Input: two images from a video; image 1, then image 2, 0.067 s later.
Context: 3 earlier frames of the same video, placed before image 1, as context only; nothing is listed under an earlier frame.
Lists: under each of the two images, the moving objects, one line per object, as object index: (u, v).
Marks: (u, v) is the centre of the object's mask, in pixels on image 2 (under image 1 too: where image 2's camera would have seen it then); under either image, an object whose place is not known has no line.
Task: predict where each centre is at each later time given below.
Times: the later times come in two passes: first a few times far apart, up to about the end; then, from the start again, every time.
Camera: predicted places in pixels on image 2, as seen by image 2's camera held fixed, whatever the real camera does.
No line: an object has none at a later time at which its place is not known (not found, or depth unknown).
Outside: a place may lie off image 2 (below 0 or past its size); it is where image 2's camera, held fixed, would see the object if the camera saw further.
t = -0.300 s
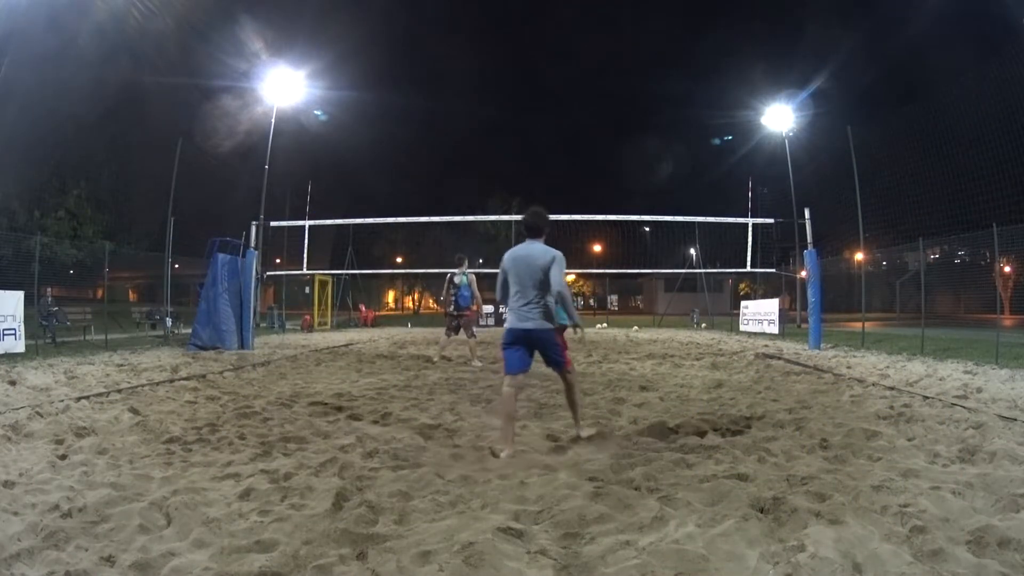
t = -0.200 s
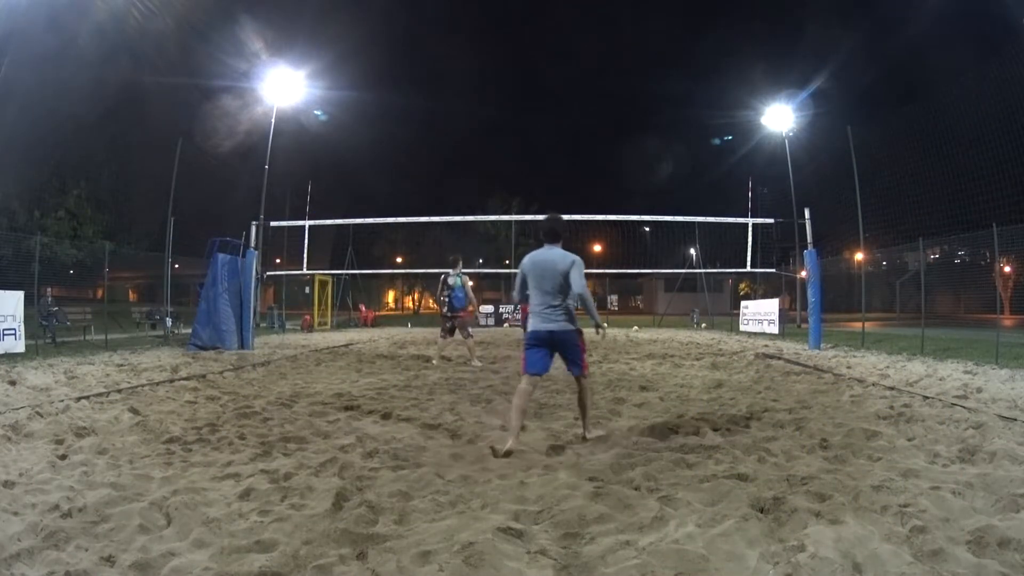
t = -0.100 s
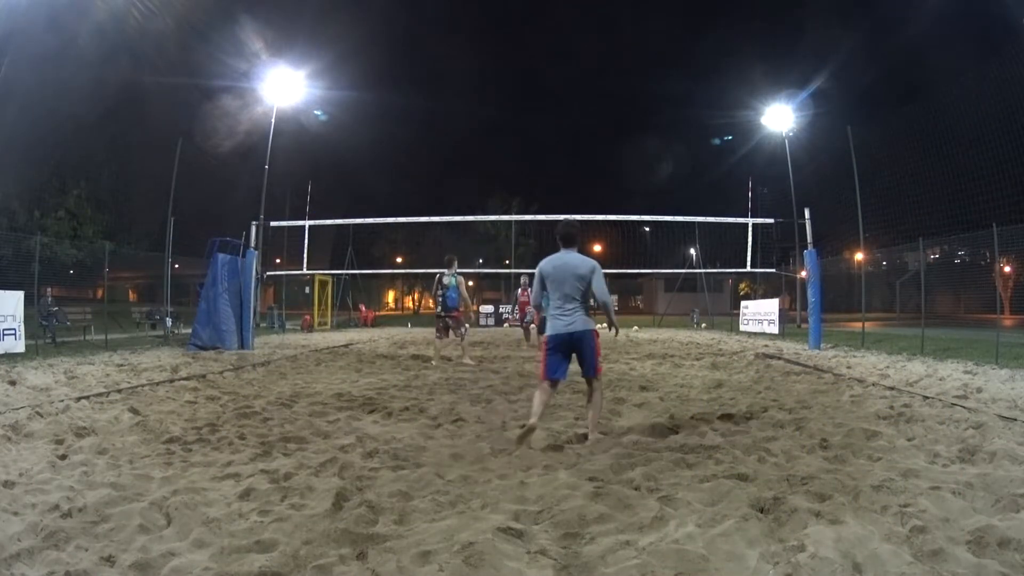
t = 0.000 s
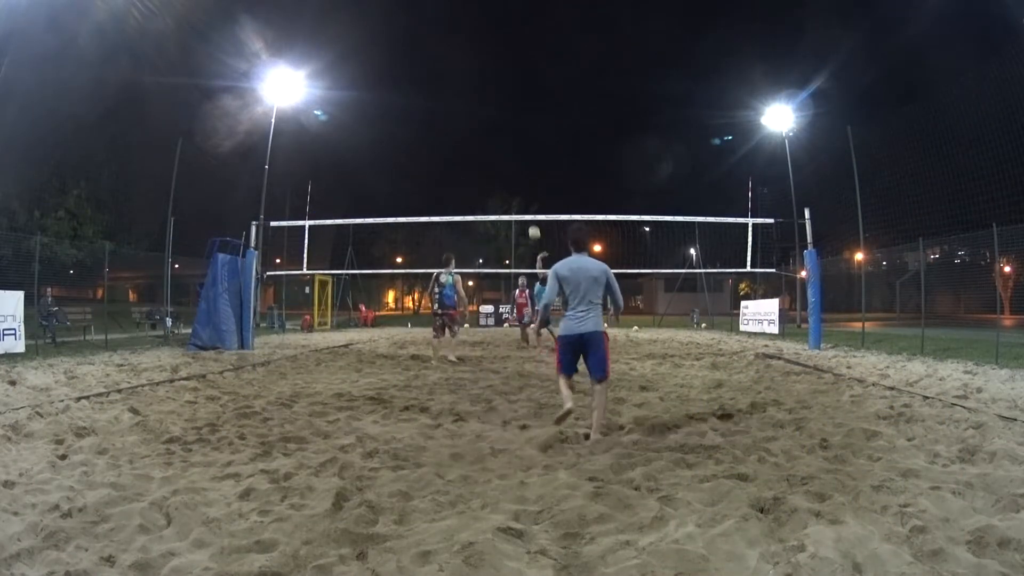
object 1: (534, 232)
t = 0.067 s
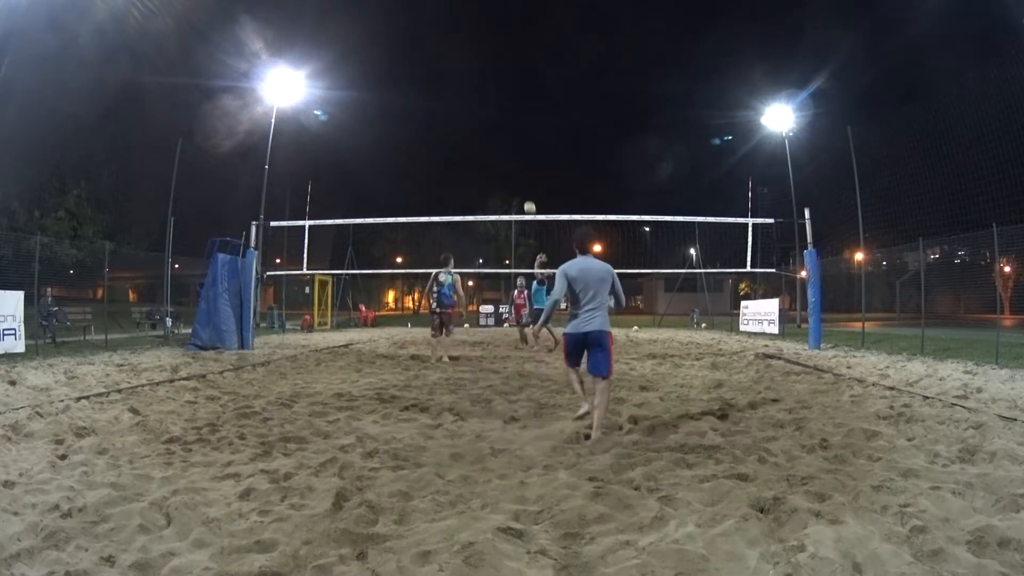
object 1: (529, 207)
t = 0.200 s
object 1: (521, 167)
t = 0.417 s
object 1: (507, 122)
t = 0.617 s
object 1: (495, 100)
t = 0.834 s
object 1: (481, 95)
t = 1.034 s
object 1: (468, 108)
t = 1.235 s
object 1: (455, 138)
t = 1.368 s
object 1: (446, 170)
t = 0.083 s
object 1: (528, 202)
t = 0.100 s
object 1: (527, 196)
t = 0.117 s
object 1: (526, 191)
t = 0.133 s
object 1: (525, 186)
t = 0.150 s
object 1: (524, 181)
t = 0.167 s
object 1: (523, 176)
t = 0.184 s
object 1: (522, 171)
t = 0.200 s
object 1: (521, 167)
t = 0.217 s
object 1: (520, 162)
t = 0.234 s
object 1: (519, 159)
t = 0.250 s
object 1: (518, 154)
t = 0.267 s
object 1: (516, 150)
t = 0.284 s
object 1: (515, 147)
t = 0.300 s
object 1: (514, 143)
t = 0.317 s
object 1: (513, 139)
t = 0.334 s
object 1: (512, 136)
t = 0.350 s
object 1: (511, 133)
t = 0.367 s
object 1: (510, 130)
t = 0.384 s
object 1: (509, 127)
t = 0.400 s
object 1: (508, 124)
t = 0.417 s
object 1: (507, 122)
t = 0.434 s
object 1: (506, 119)
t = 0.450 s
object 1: (505, 117)
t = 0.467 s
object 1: (504, 115)
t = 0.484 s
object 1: (503, 112)
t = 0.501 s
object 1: (502, 110)
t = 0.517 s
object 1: (501, 109)
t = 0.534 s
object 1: (500, 107)
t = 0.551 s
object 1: (499, 105)
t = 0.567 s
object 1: (498, 104)
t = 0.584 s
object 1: (497, 102)
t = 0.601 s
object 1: (496, 101)
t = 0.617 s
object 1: (495, 100)
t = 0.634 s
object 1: (494, 99)
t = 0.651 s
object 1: (493, 98)
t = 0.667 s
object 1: (492, 97)
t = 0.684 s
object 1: (491, 96)
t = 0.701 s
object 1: (490, 96)
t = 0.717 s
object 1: (488, 95)
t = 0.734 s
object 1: (488, 95)
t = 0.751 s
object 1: (486, 95)
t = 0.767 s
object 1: (485, 95)
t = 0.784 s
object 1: (484, 95)
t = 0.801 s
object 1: (483, 95)
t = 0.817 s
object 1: (482, 95)
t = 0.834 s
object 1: (481, 95)
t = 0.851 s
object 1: (480, 96)
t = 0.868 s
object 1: (479, 96)
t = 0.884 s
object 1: (478, 97)
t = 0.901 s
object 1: (477, 98)
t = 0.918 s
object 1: (476, 98)
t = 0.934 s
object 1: (475, 99)
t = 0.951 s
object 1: (474, 101)
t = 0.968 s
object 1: (473, 102)
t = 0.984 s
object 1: (472, 103)
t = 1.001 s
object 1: (470, 105)
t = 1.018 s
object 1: (469, 106)
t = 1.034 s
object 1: (468, 108)
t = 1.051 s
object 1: (467, 110)
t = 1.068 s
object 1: (466, 112)
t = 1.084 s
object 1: (465, 114)
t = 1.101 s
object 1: (464, 116)
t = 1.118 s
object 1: (463, 118)
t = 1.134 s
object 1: (462, 121)
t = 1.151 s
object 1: (460, 123)
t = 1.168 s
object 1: (459, 126)
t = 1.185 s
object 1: (458, 129)
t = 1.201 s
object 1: (457, 132)
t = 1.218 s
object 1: (456, 135)
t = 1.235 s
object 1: (455, 138)
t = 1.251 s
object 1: (454, 142)
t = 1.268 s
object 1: (453, 145)
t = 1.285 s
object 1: (452, 149)
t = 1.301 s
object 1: (450, 153)
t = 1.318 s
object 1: (449, 157)
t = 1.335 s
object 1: (448, 161)
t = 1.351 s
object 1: (447, 165)
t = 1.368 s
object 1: (446, 170)
